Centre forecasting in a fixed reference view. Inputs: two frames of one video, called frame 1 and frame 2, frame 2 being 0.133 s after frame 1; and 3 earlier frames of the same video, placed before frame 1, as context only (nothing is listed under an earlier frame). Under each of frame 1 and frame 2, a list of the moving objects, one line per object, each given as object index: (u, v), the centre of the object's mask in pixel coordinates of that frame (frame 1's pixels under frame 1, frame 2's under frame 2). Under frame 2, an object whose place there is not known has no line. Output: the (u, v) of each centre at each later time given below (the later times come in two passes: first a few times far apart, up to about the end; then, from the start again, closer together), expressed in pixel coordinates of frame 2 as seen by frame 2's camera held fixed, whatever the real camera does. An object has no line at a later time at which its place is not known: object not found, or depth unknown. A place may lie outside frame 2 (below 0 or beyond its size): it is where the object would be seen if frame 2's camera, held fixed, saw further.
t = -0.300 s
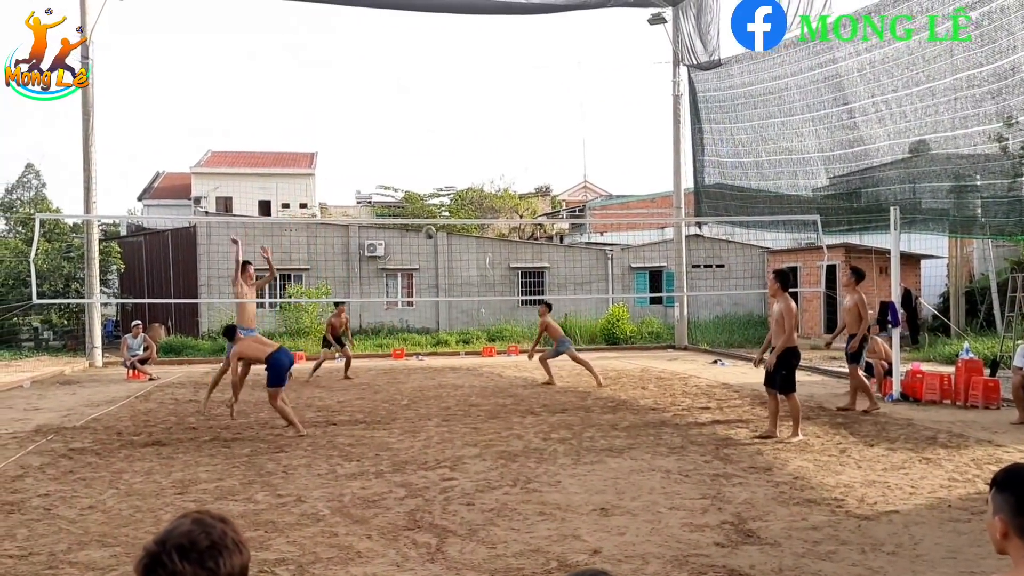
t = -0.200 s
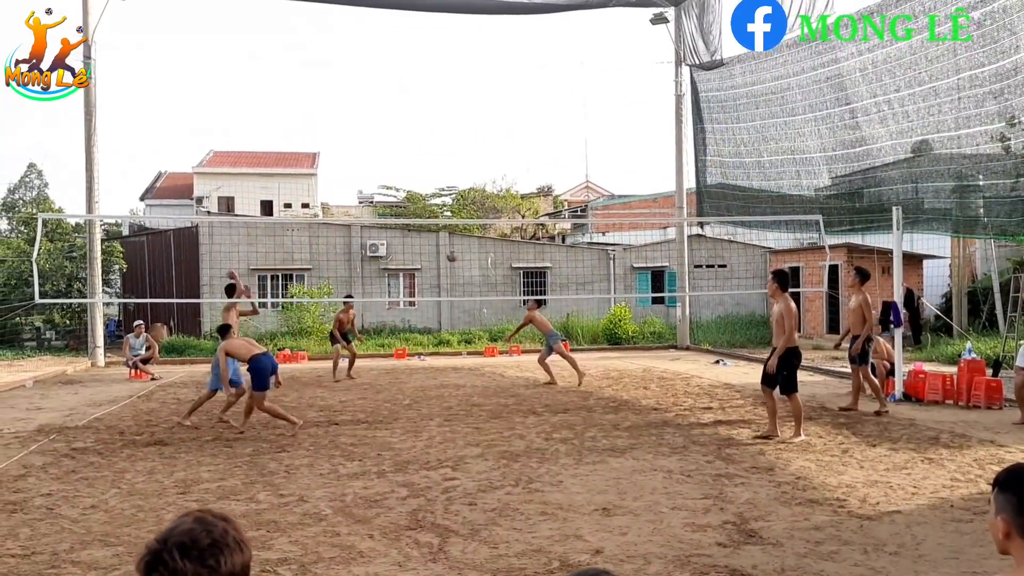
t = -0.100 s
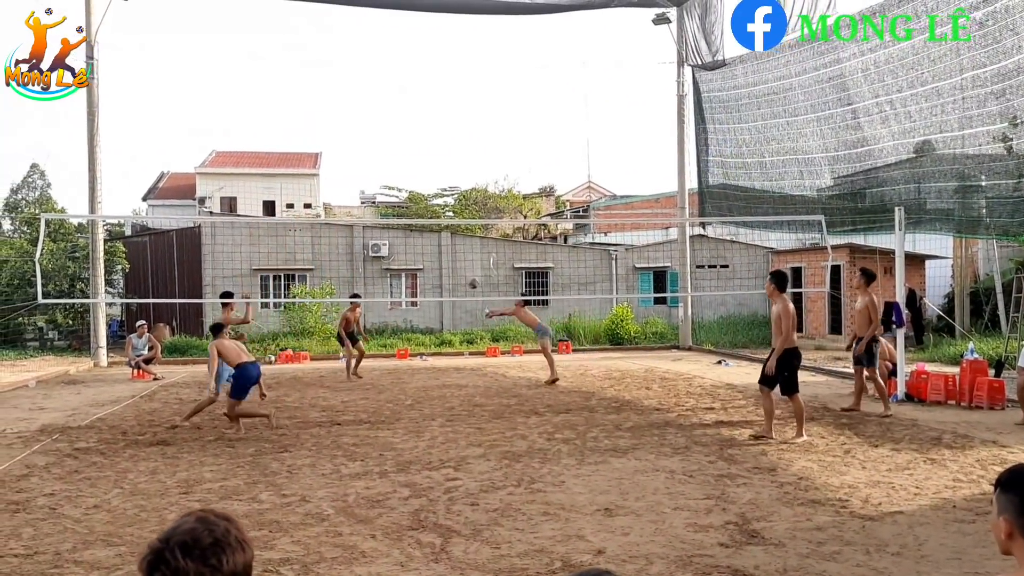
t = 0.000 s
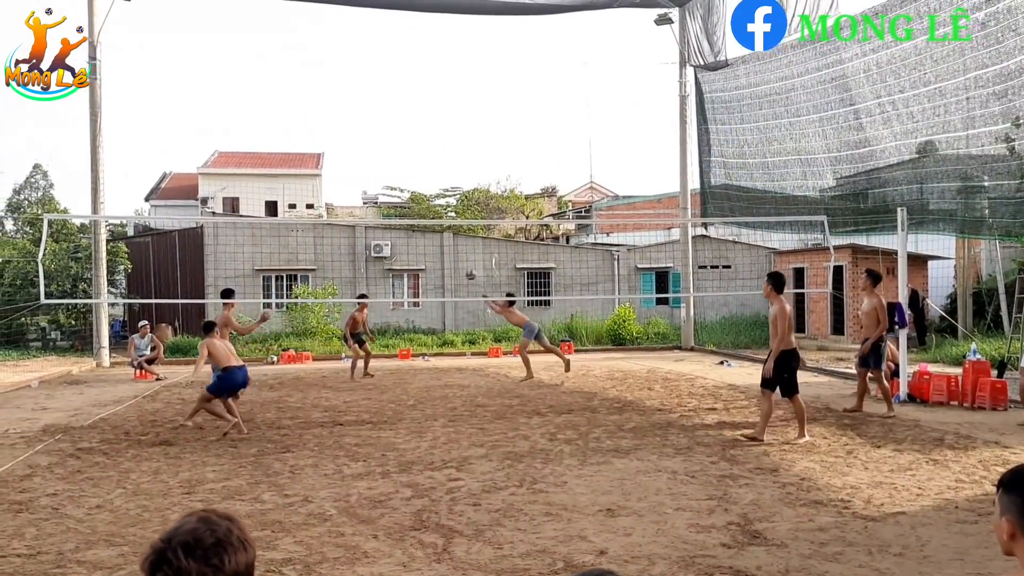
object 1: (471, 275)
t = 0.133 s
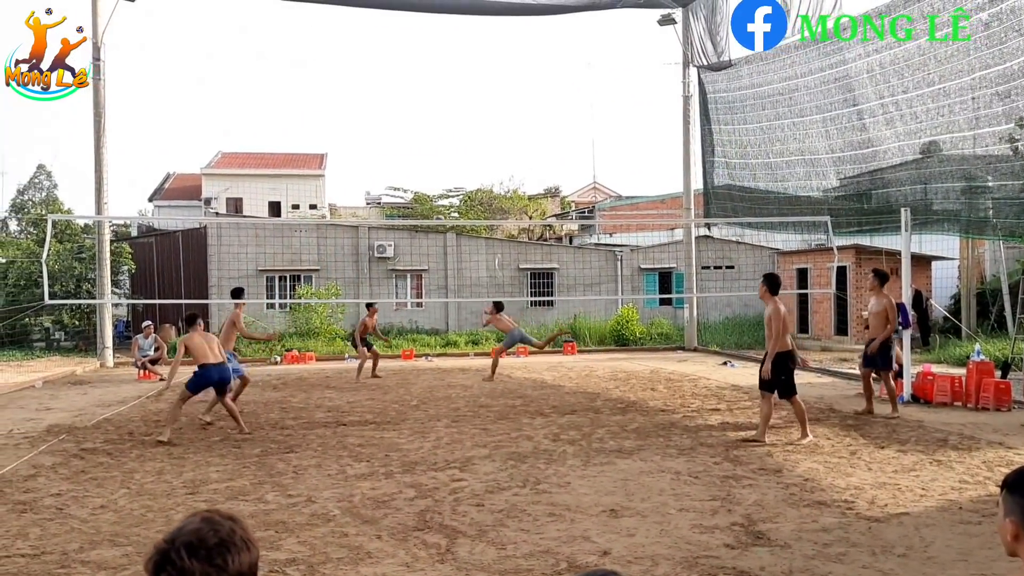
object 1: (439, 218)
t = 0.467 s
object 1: (359, 134)
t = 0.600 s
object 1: (330, 118)
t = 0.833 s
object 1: (283, 113)
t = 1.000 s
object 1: (250, 126)
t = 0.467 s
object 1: (359, 134)
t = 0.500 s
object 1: (352, 129)
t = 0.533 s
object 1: (344, 125)
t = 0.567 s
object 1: (337, 122)
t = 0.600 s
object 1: (330, 118)
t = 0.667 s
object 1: (316, 114)
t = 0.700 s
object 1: (310, 112)
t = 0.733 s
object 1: (303, 112)
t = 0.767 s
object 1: (296, 112)
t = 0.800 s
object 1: (289, 112)
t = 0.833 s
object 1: (283, 113)
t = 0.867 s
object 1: (276, 114)
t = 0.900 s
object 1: (269, 116)
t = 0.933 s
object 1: (263, 119)
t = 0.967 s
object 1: (257, 122)
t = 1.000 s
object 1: (250, 126)
